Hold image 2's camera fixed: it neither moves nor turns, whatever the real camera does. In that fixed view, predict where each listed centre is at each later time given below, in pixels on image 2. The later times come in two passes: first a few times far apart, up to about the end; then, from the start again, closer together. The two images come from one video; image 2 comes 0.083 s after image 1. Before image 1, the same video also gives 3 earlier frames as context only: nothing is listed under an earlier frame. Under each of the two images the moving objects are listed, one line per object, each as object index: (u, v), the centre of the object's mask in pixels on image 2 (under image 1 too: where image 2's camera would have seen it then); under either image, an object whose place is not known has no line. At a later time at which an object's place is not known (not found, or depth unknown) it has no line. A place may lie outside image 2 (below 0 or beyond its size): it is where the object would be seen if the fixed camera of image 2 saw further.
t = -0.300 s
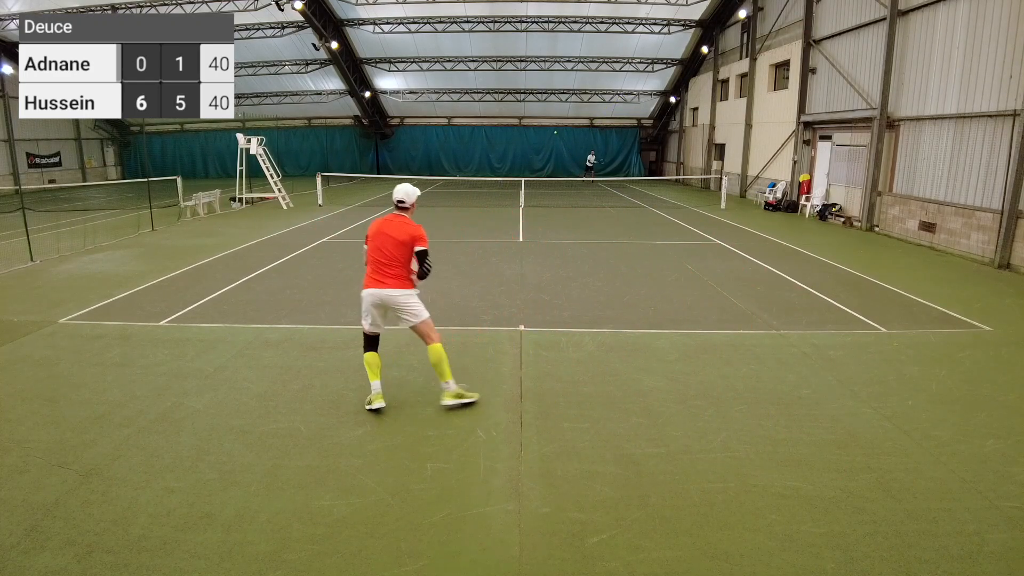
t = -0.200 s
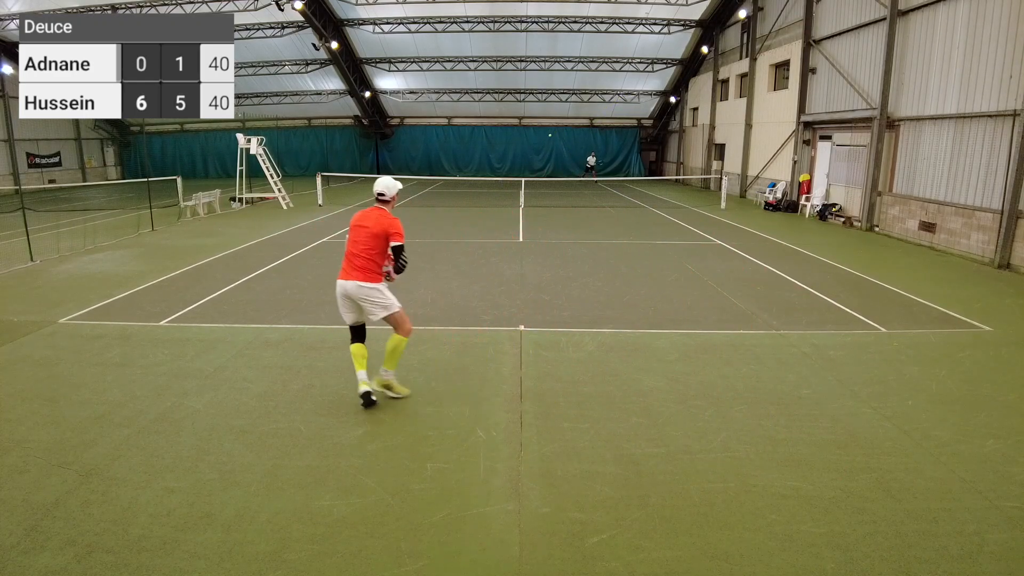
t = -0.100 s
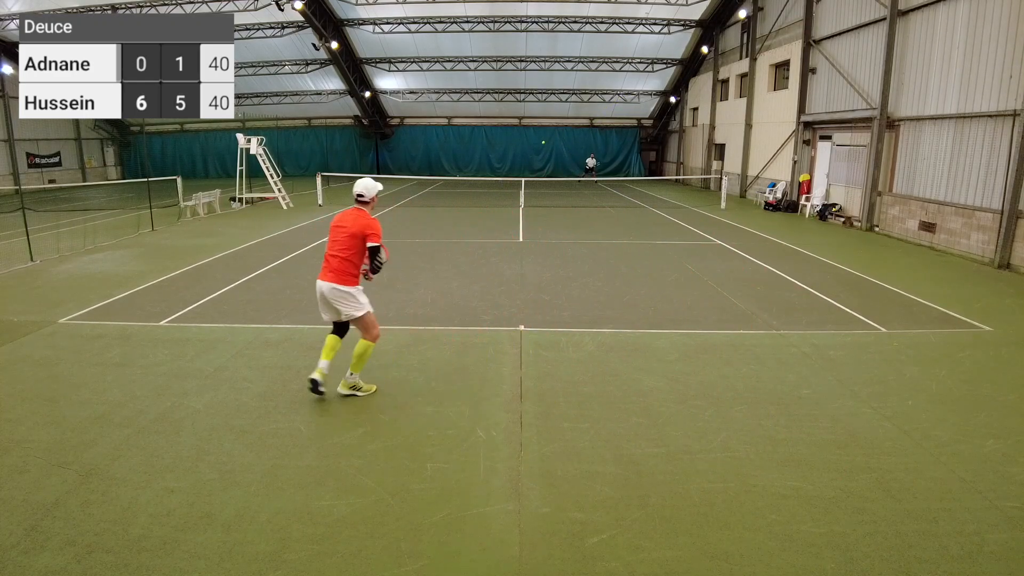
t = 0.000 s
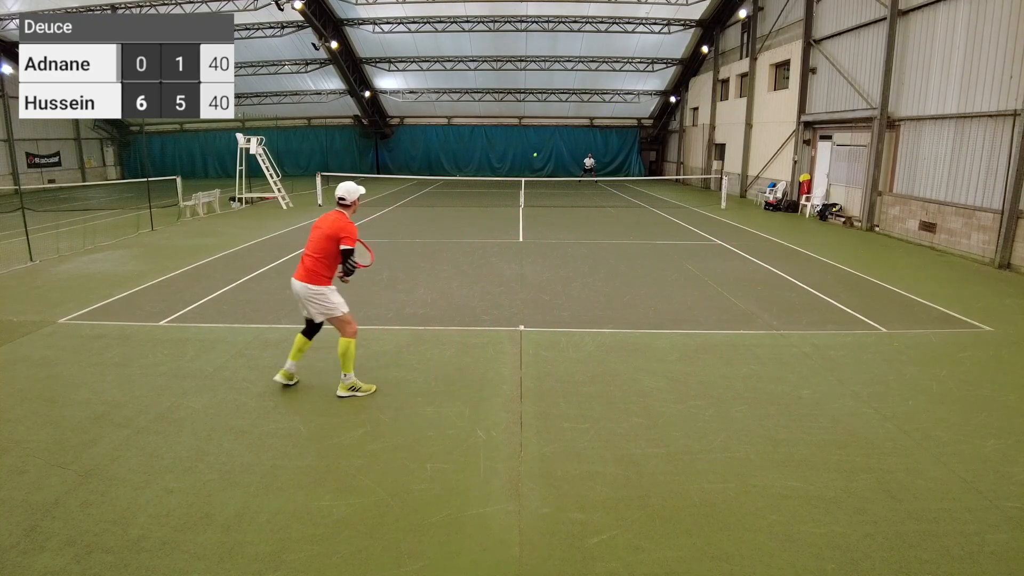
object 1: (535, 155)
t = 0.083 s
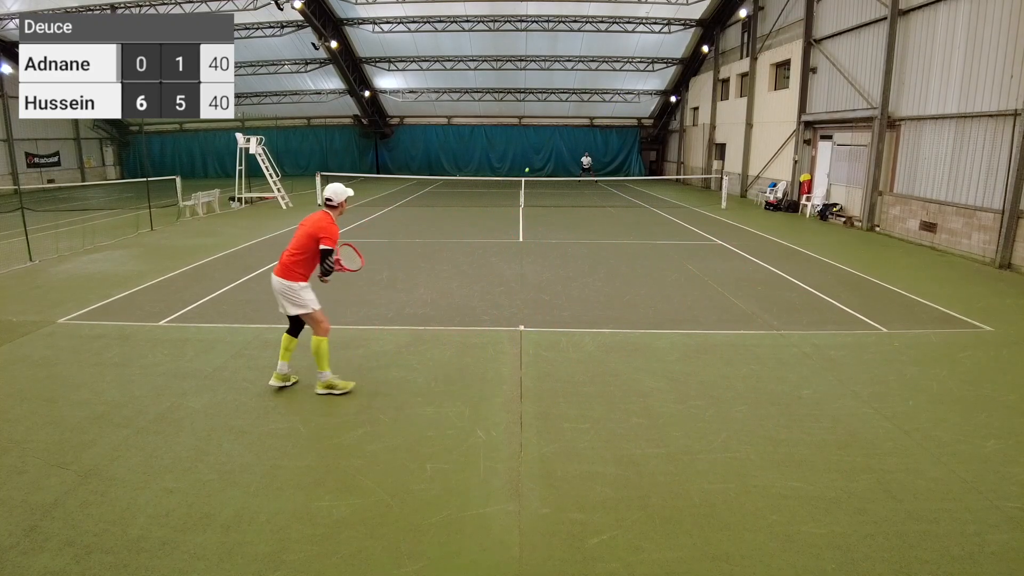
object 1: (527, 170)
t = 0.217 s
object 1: (510, 206)
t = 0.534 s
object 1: (474, 205)
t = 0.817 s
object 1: (429, 201)
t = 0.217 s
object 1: (510, 206)
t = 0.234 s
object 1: (508, 212)
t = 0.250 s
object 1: (506, 218)
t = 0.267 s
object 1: (503, 224)
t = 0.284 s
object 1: (501, 231)
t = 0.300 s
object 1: (498, 238)
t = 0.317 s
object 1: (496, 238)
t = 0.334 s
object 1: (495, 235)
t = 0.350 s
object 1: (493, 232)
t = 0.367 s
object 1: (492, 229)
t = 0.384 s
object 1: (490, 226)
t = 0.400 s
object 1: (489, 223)
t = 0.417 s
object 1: (487, 221)
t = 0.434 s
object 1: (485, 218)
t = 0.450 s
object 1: (484, 216)
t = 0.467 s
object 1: (482, 213)
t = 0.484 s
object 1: (480, 211)
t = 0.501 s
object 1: (478, 209)
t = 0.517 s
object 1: (476, 207)
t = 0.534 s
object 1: (474, 205)
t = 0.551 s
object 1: (472, 204)
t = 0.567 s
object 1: (470, 202)
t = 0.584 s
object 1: (467, 201)
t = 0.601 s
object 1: (465, 199)
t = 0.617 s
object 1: (463, 199)
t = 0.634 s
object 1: (460, 198)
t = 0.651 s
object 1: (458, 197)
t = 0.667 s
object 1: (455, 196)
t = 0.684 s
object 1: (453, 196)
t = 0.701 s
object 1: (450, 196)
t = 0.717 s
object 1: (447, 196)
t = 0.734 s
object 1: (444, 196)
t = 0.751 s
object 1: (442, 196)
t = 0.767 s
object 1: (439, 197)
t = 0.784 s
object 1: (436, 198)
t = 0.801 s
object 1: (433, 199)
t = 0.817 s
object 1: (429, 201)
